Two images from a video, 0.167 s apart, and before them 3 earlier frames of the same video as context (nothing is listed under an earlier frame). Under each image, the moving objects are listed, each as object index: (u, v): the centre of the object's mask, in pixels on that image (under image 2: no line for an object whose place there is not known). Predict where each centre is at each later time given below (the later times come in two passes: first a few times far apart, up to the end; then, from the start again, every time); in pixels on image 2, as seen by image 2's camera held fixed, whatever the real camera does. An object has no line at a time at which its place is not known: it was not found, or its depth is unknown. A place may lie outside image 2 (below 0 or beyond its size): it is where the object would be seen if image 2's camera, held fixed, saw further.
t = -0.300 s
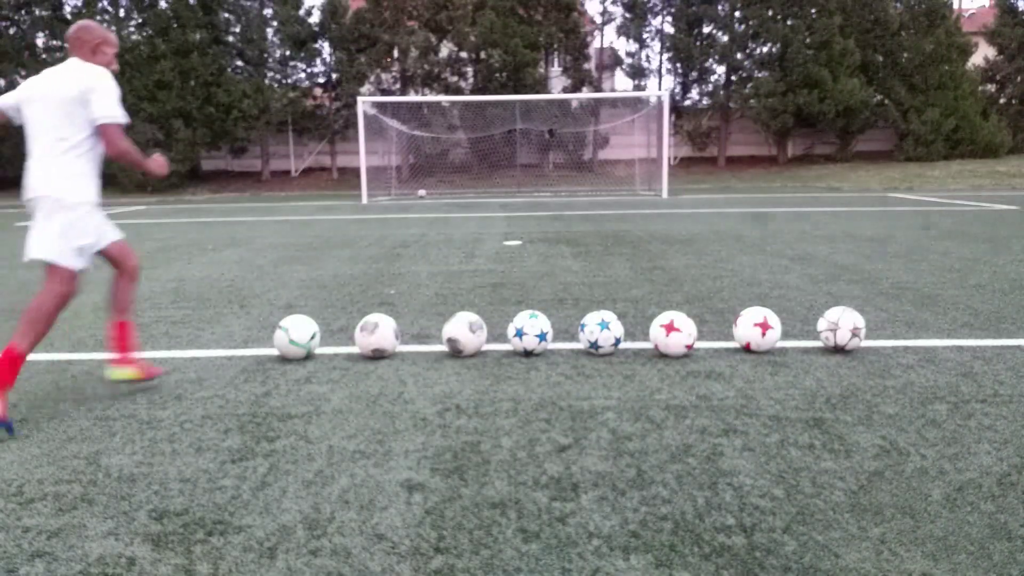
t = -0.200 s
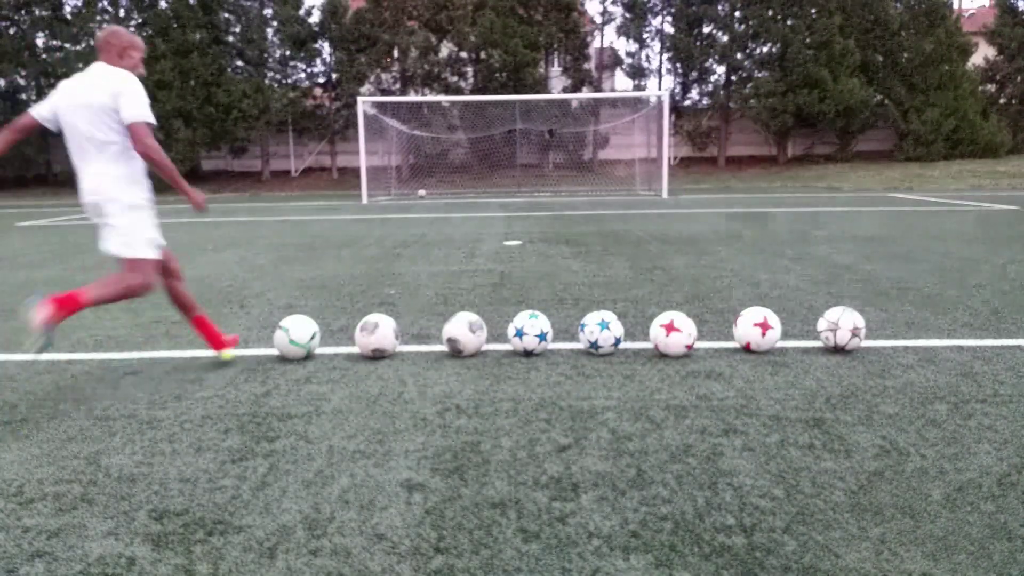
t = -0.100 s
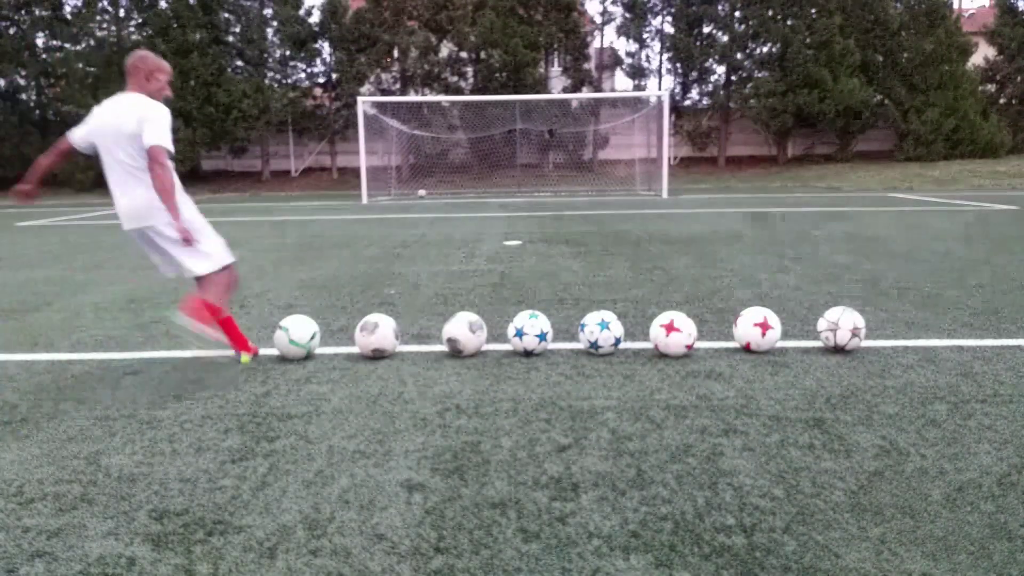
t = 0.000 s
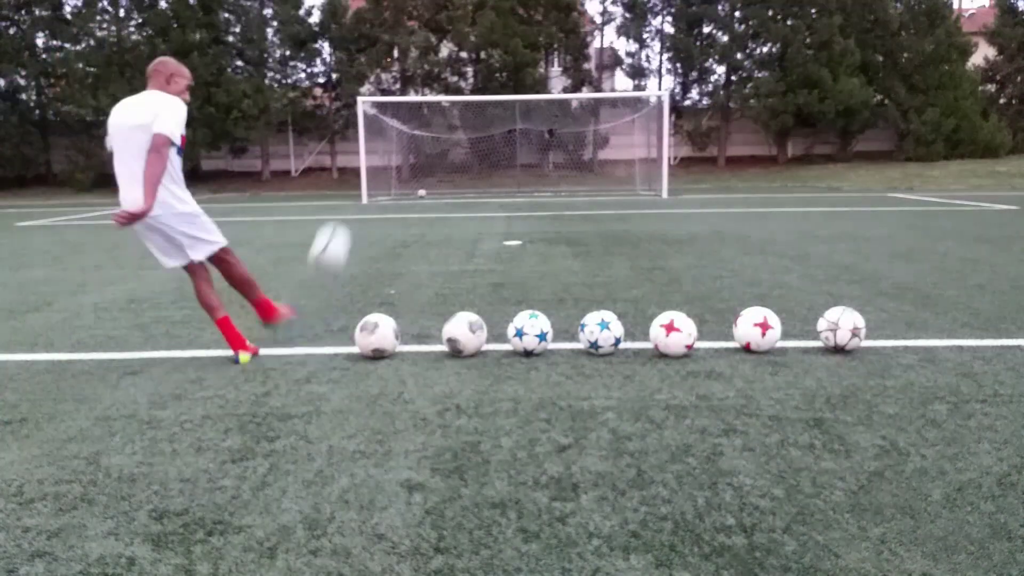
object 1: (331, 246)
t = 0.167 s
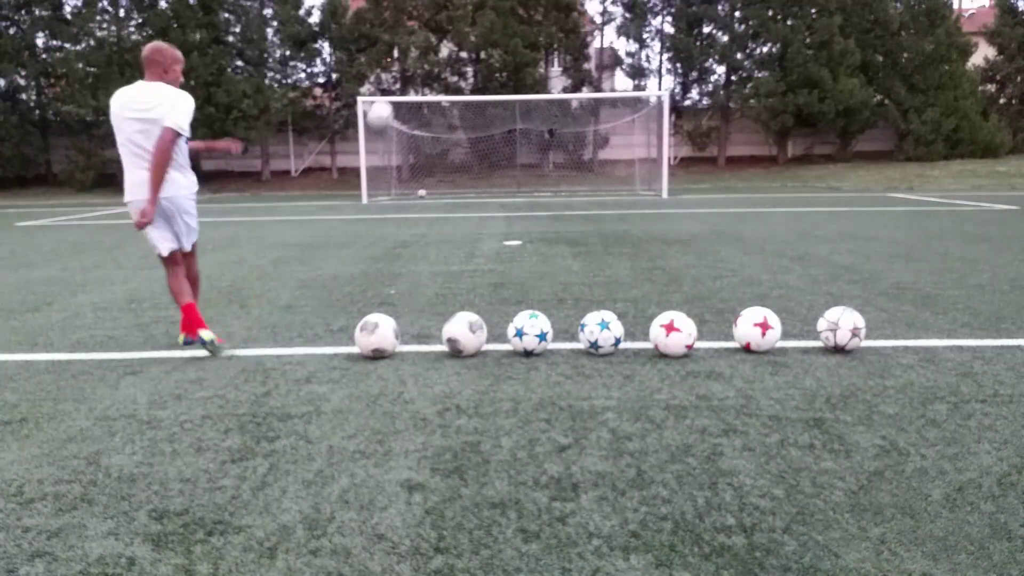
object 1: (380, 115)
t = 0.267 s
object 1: (394, 79)
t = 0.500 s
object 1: (415, 48)
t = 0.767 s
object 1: (424, 57)
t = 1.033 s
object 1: (427, 89)
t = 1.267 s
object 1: (418, 28)
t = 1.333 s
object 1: (416, 9)
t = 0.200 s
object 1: (386, 100)
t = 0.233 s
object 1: (391, 87)
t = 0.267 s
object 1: (394, 79)
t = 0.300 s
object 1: (400, 69)
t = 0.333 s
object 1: (403, 65)
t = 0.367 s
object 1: (405, 59)
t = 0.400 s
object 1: (409, 56)
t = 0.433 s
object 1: (411, 52)
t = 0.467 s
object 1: (413, 49)
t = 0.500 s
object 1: (415, 48)
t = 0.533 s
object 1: (416, 48)
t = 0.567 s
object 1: (418, 47)
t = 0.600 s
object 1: (419, 48)
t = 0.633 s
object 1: (419, 49)
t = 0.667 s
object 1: (421, 50)
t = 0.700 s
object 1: (422, 52)
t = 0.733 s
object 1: (423, 54)
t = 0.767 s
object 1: (424, 57)
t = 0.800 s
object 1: (424, 60)
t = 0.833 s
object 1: (425, 64)
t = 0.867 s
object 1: (425, 68)
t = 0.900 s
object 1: (425, 71)
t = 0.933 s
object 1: (426, 75)
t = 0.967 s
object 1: (426, 79)
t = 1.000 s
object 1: (426, 84)
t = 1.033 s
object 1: (427, 89)
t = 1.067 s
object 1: (428, 93)
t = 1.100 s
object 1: (426, 85)
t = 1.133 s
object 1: (424, 72)
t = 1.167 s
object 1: (423, 61)
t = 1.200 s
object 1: (421, 49)
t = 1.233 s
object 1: (420, 39)
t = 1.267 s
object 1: (418, 28)
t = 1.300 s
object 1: (417, 19)
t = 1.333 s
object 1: (416, 9)
